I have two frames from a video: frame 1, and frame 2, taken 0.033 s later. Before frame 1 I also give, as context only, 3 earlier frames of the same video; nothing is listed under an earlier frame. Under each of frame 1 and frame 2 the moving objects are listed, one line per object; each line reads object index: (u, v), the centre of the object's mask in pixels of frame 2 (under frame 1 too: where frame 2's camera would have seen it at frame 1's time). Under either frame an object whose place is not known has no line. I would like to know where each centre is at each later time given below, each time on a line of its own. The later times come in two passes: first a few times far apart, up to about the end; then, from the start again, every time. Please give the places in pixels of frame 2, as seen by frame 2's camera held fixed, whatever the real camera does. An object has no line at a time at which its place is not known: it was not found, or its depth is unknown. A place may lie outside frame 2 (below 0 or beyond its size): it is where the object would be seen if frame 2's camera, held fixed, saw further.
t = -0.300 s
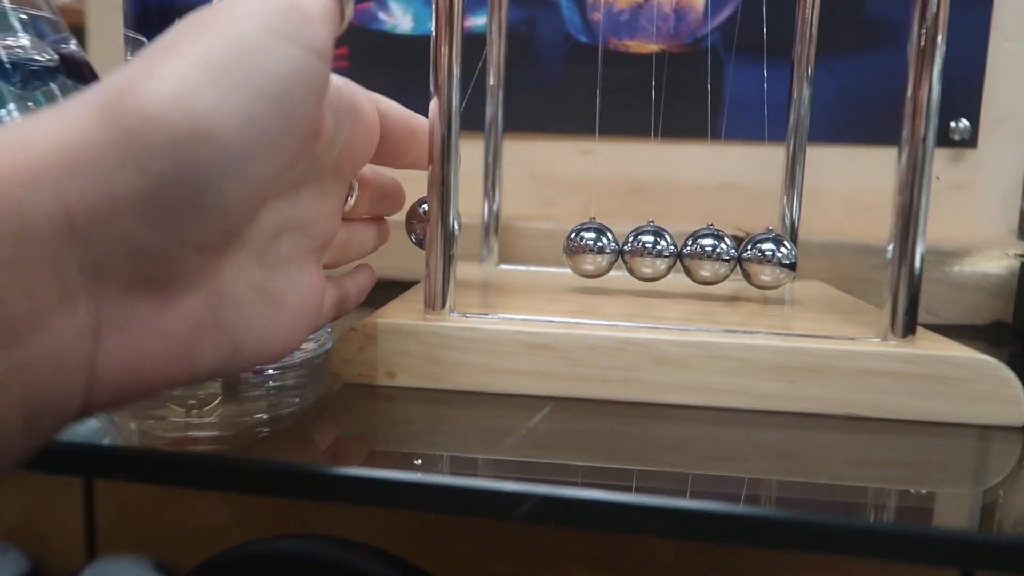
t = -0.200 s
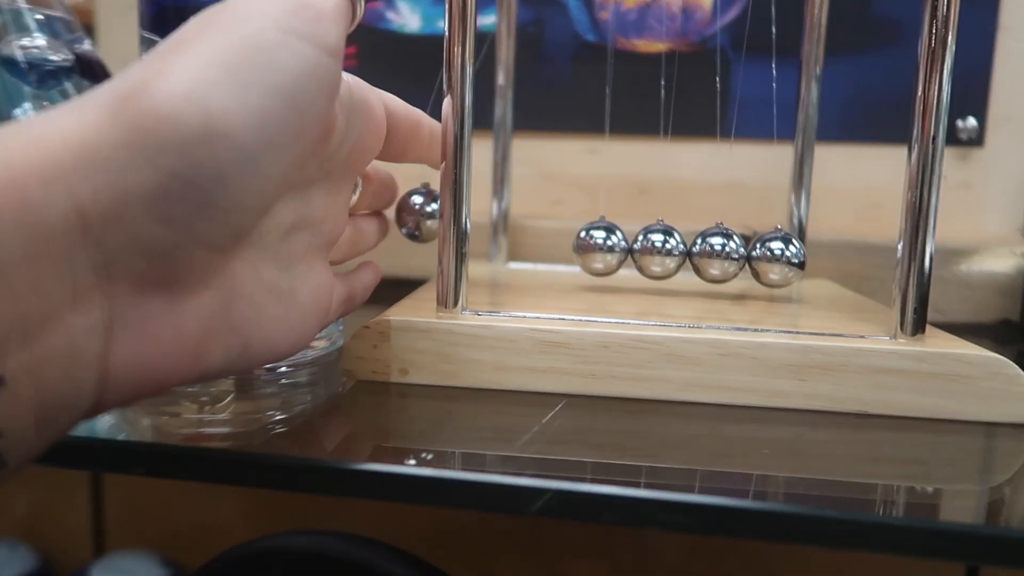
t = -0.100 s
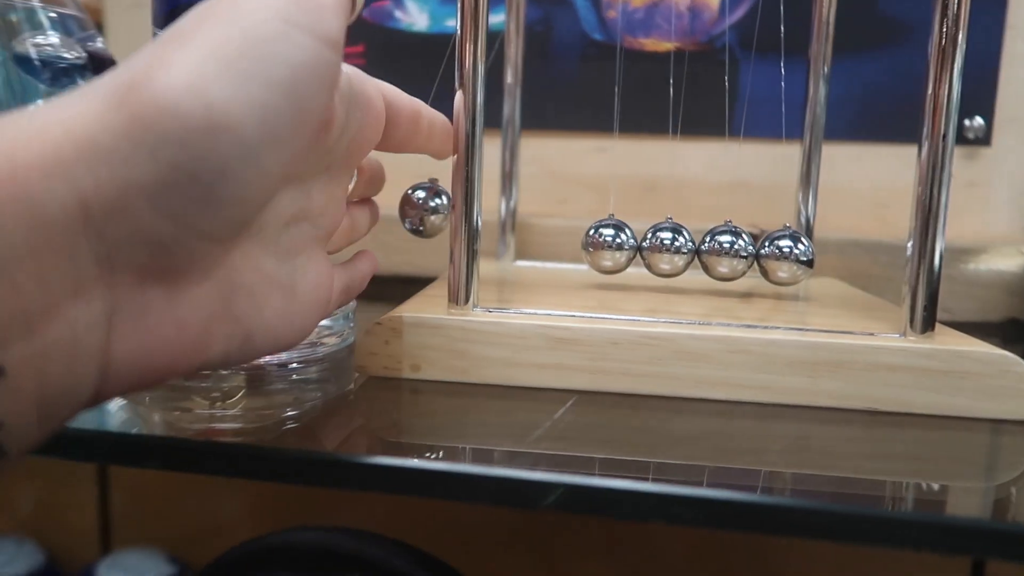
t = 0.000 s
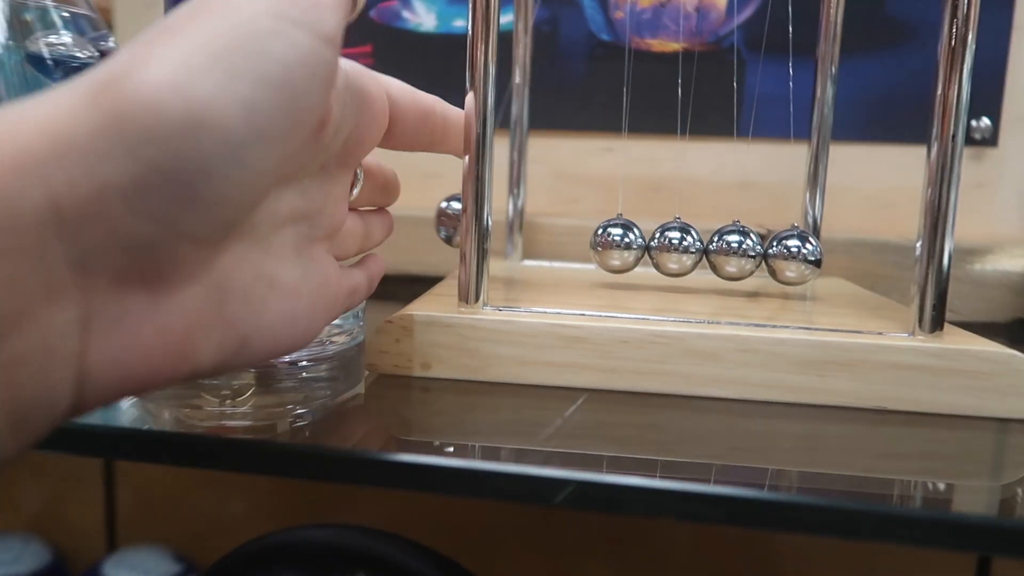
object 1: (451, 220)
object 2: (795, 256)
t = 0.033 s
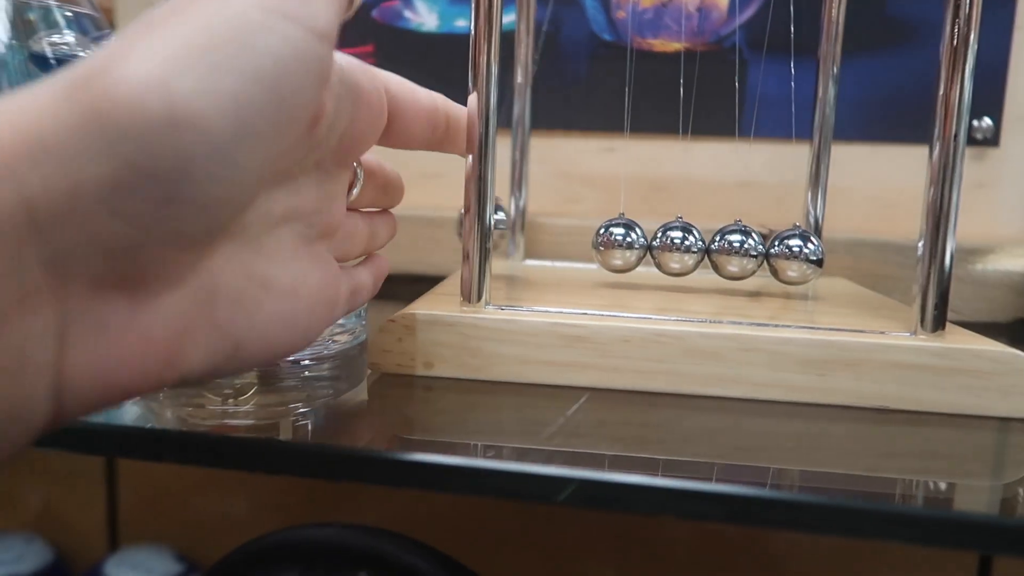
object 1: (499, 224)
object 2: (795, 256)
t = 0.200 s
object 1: (560, 239)
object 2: (867, 253)
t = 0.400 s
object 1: (558, 238)
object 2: (887, 250)
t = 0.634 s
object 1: (448, 221)
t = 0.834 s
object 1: (516, 235)
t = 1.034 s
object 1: (556, 239)
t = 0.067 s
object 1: (512, 231)
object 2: (795, 256)
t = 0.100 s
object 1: (538, 237)
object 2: (795, 256)
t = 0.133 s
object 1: (563, 238)
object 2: (803, 256)
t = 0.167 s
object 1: (561, 238)
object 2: (837, 256)
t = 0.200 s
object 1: (560, 239)
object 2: (867, 253)
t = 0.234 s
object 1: (558, 238)
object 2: (890, 250)
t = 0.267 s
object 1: (557, 239)
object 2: (900, 246)
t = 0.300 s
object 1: (557, 238)
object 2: (903, 244)
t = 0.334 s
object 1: (556, 238)
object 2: (903, 244)
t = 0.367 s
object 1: (557, 237)
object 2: (898, 247)
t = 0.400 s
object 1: (558, 238)
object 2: (887, 250)
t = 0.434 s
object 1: (559, 239)
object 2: (862, 253)
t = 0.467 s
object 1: (561, 239)
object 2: (832, 256)
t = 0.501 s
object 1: (562, 239)
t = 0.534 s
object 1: (535, 236)
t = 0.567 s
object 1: (508, 232)
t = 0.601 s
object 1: (494, 226)
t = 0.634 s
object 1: (448, 221)
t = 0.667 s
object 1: (444, 219)
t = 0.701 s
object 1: (442, 218)
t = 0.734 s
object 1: (445, 219)
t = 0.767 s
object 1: (450, 223)
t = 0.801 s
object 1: (497, 229)
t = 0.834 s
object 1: (516, 235)
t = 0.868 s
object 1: (548, 238)
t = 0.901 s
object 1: (560, 239)
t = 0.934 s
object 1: (558, 239)
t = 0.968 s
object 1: (557, 239)
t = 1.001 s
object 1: (557, 239)
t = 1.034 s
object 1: (556, 239)
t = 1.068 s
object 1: (556, 239)
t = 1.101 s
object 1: (557, 239)
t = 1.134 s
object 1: (558, 239)
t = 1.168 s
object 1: (559, 239)
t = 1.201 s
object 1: (561, 240)
